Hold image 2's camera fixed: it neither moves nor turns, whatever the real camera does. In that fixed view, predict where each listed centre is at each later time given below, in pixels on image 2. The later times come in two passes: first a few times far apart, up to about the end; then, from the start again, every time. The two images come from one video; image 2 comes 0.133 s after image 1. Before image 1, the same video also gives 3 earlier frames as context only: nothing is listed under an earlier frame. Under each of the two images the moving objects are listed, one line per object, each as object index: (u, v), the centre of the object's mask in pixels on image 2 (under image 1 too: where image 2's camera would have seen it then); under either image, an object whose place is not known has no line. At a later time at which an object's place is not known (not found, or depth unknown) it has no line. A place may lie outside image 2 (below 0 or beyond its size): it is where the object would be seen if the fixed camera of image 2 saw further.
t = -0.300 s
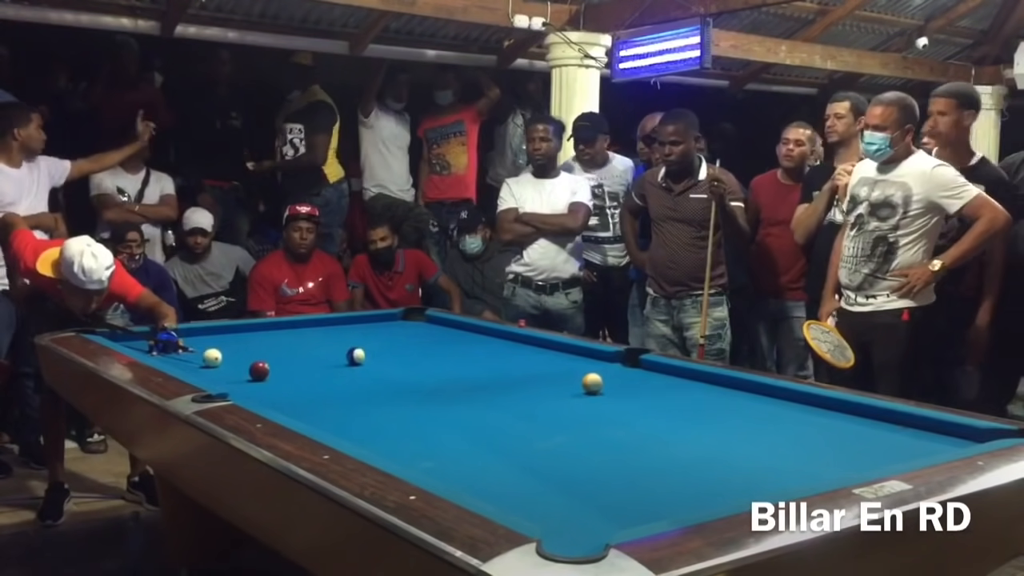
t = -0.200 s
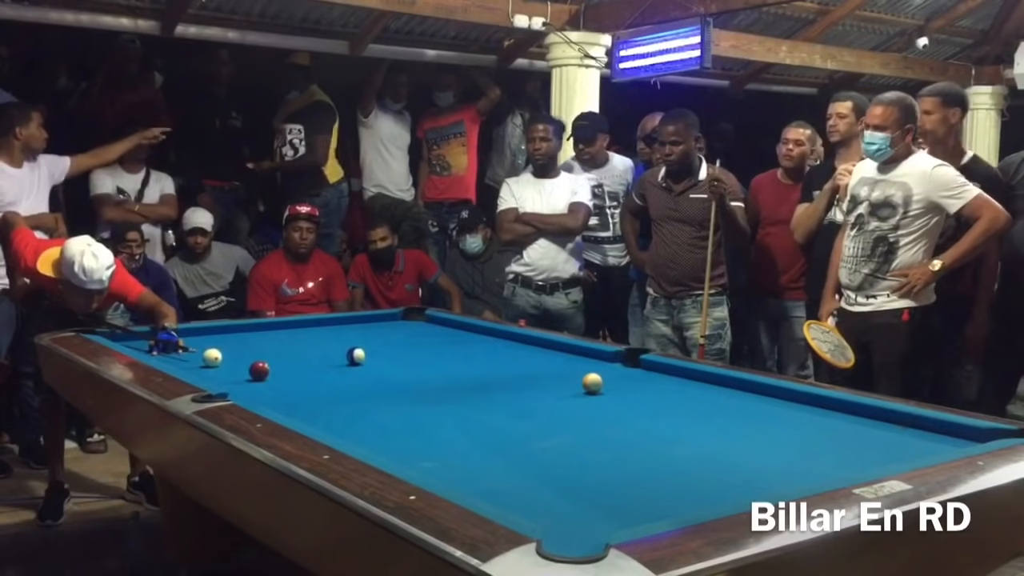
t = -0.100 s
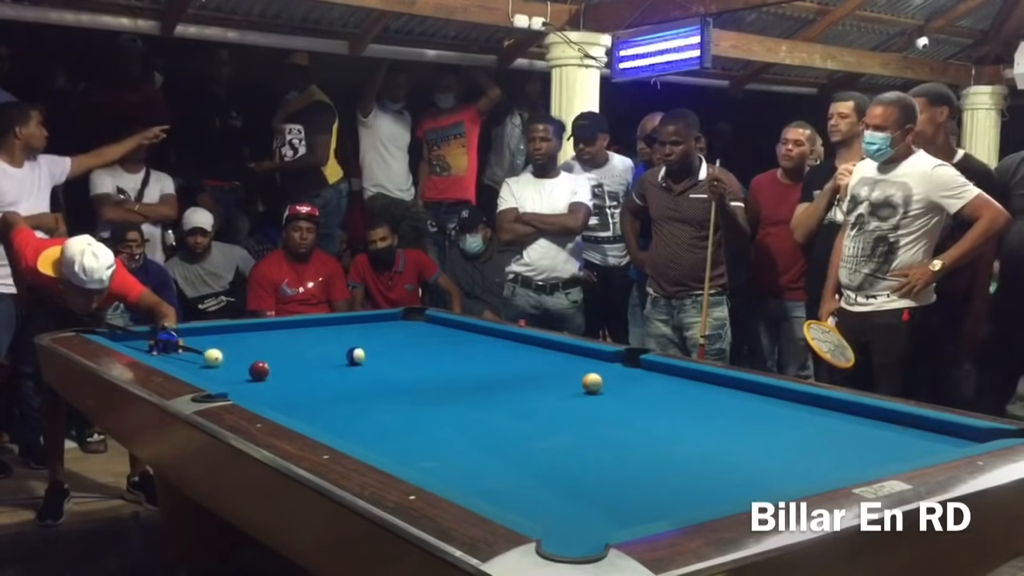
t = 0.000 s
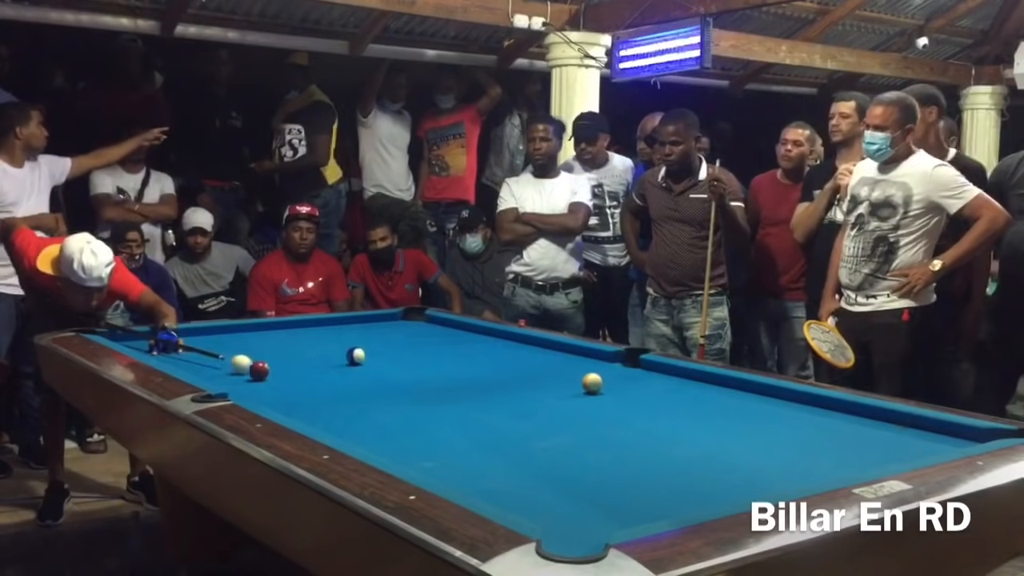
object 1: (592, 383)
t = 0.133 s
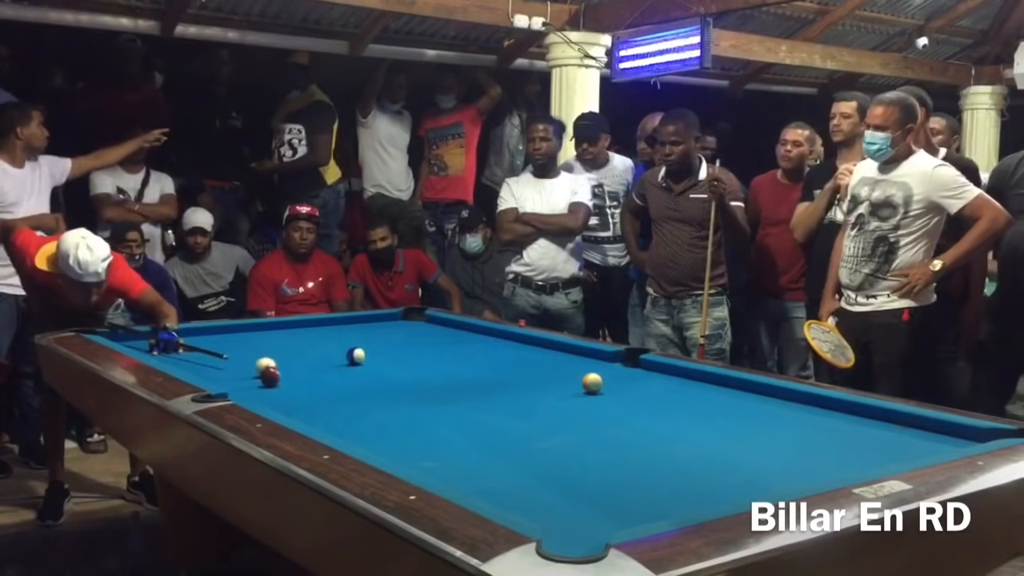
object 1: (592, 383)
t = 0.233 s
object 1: (592, 383)
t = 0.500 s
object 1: (592, 382)
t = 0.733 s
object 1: (592, 383)
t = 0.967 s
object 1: (592, 382)
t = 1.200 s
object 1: (592, 382)
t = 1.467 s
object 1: (592, 382)
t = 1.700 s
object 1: (592, 382)
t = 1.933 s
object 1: (592, 382)
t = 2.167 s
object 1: (592, 382)
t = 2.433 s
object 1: (592, 382)
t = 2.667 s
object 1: (593, 382)
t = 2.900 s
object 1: (599, 382)
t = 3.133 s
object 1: (607, 382)
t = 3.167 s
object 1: (608, 382)
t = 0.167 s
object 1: (592, 383)
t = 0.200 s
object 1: (592, 383)
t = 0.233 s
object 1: (592, 383)
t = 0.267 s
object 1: (592, 382)
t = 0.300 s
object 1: (592, 382)
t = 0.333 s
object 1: (592, 382)
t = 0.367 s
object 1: (592, 382)
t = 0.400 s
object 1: (592, 382)
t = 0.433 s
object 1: (592, 382)
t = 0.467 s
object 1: (592, 382)
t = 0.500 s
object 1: (592, 382)
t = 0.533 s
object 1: (592, 382)
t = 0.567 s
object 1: (592, 382)
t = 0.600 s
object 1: (592, 382)
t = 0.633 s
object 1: (592, 382)
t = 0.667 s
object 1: (592, 382)
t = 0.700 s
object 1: (592, 382)
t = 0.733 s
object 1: (592, 383)
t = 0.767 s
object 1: (592, 382)
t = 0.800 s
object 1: (592, 383)
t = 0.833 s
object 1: (592, 382)
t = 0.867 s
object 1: (592, 382)
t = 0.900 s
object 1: (592, 382)
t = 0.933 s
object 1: (592, 382)
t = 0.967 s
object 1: (592, 382)
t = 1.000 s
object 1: (592, 382)
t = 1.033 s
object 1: (592, 382)
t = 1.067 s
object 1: (592, 382)
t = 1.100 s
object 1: (592, 382)
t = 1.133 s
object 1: (592, 382)
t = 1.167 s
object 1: (592, 382)
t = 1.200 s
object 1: (592, 382)
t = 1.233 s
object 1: (592, 382)
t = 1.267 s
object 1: (592, 382)
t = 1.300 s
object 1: (592, 382)
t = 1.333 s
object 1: (592, 382)
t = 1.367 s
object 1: (592, 382)
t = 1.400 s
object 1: (592, 382)
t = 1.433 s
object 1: (592, 382)
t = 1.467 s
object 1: (592, 382)
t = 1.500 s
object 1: (592, 382)
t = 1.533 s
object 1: (592, 382)
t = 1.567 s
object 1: (592, 382)
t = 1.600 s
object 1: (592, 382)
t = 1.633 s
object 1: (592, 382)
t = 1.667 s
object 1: (592, 382)
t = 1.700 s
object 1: (592, 382)
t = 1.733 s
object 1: (592, 382)
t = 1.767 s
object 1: (592, 382)
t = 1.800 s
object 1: (592, 382)
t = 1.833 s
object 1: (592, 382)
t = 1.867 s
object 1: (592, 382)
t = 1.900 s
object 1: (592, 382)
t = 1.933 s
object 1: (592, 382)
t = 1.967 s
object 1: (592, 382)
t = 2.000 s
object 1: (592, 382)
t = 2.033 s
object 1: (592, 382)
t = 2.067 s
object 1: (592, 382)
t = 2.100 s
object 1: (592, 382)
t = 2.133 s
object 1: (592, 382)
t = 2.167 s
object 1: (592, 382)
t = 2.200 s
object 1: (592, 382)
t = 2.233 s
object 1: (592, 382)
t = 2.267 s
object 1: (592, 382)
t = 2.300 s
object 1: (592, 382)
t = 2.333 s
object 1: (592, 382)
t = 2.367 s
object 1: (592, 382)
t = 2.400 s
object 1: (593, 382)
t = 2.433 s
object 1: (592, 382)
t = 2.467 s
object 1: (593, 382)
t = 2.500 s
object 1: (592, 382)
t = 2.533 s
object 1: (592, 382)
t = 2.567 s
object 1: (592, 383)
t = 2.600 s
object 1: (592, 383)
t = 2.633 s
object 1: (593, 382)
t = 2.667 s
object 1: (593, 382)
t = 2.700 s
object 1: (593, 383)
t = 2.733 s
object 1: (593, 383)
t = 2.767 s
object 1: (594, 382)
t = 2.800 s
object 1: (596, 382)
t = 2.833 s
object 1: (597, 382)
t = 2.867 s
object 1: (598, 382)
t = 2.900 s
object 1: (599, 382)
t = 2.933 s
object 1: (600, 382)
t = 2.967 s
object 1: (602, 382)
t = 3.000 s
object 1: (603, 382)
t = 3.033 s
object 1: (604, 382)
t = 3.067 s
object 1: (605, 382)
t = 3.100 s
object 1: (606, 382)
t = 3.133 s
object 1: (607, 382)
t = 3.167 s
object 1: (608, 382)
